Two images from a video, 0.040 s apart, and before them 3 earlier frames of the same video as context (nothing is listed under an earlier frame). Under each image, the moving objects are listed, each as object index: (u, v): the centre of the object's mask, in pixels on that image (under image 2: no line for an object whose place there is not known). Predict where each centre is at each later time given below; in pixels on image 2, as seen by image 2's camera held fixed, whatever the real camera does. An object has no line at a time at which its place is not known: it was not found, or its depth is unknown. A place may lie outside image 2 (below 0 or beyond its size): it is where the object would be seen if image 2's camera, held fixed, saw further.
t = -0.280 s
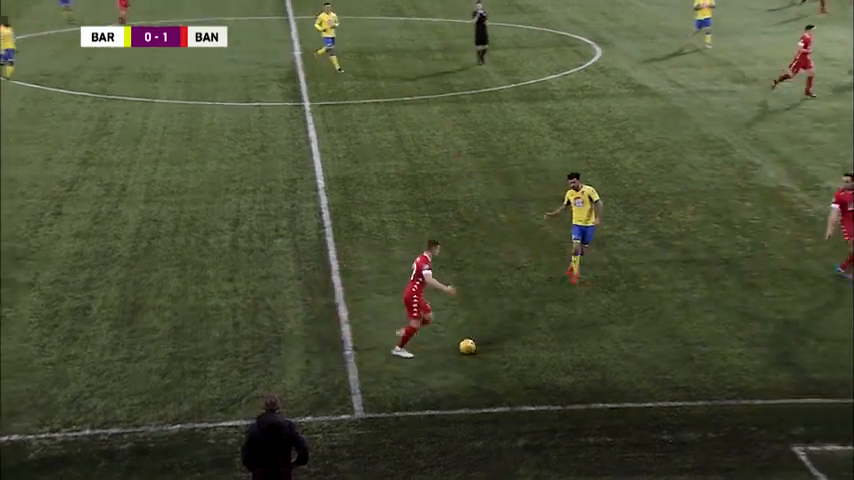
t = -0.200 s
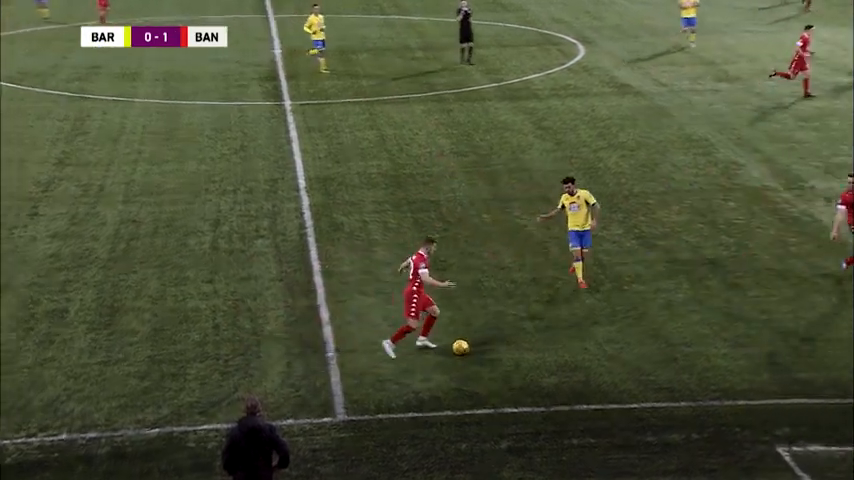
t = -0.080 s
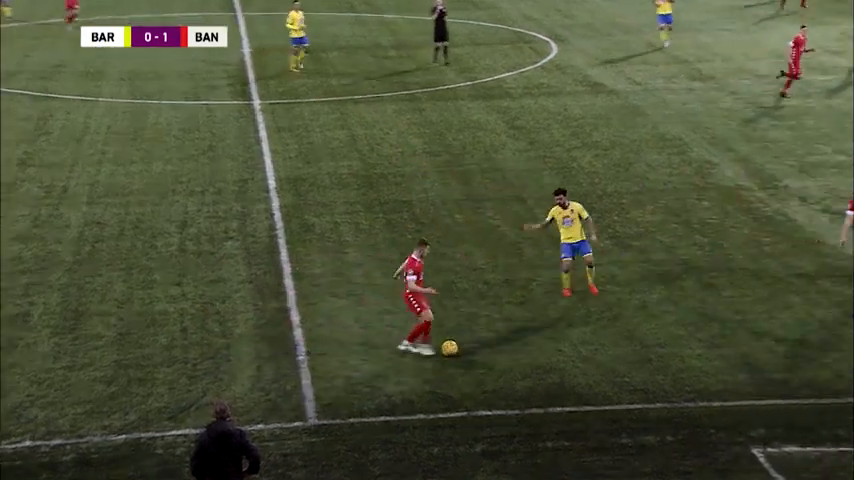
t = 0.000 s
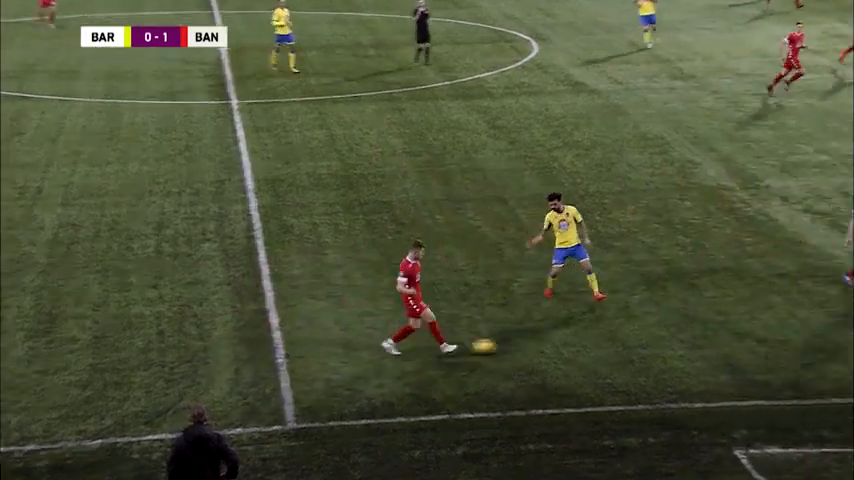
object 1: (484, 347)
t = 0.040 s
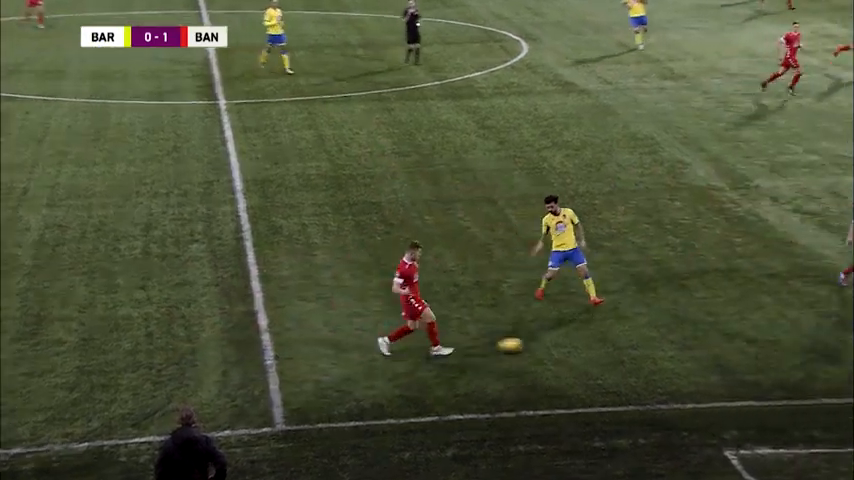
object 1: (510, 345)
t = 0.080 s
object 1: (546, 343)
